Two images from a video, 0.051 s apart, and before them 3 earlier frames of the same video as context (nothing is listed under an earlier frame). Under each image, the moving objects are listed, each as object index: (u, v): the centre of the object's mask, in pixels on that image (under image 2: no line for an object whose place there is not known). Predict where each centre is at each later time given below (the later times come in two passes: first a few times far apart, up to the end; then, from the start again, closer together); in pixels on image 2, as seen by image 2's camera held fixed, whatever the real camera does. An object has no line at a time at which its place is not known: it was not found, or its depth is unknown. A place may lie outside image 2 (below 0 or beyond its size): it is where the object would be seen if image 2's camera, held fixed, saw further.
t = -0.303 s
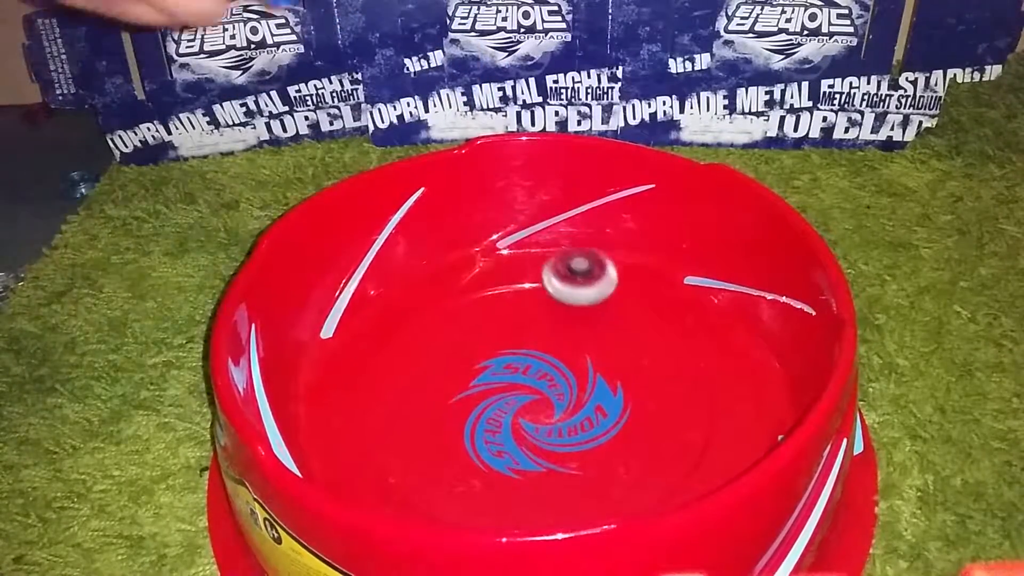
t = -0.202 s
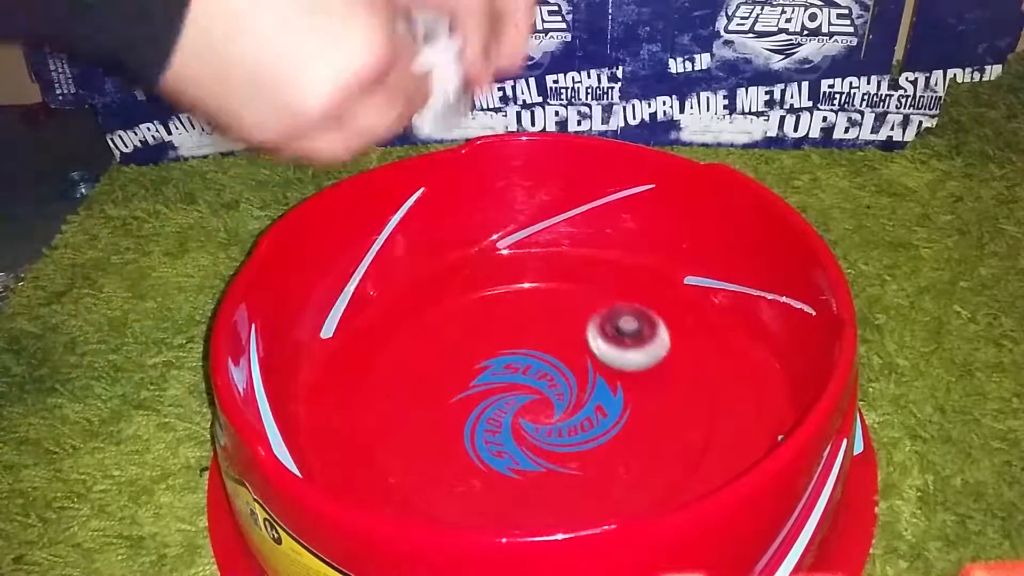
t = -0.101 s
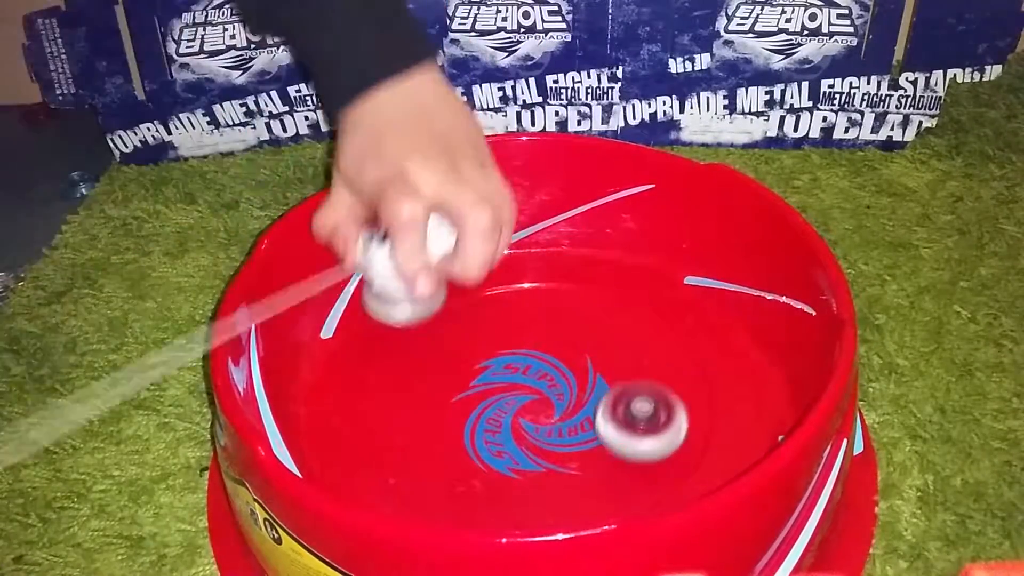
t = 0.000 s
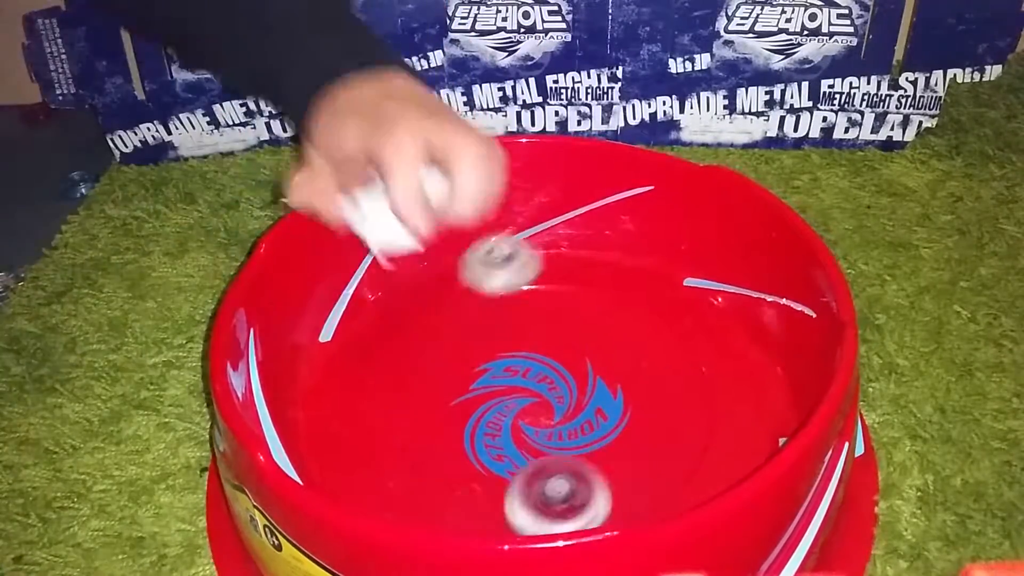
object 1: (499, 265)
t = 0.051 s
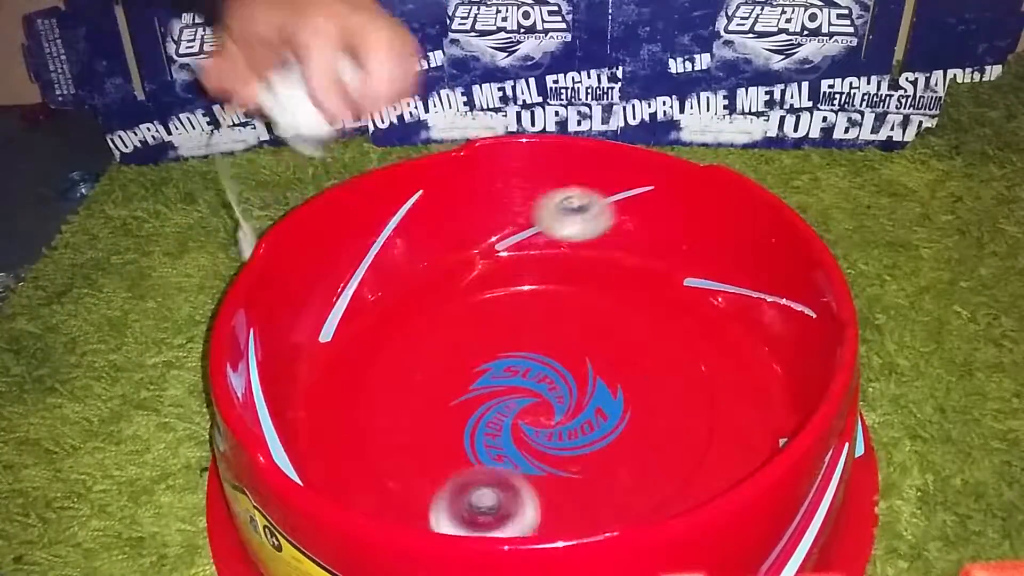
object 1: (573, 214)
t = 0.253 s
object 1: (636, 431)
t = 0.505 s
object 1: (375, 306)
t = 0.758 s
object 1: (658, 282)
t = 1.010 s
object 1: (544, 531)
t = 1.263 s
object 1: (403, 259)
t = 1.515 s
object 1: (725, 441)
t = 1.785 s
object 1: (399, 314)
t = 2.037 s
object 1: (698, 313)
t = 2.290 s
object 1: (313, 438)
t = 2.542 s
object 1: (432, 269)
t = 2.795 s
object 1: (695, 359)
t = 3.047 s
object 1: (388, 508)
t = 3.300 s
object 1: (433, 277)
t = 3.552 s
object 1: (765, 408)
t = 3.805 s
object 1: (487, 500)
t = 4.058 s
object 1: (484, 251)
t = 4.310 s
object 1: (679, 473)
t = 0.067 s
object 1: (598, 205)
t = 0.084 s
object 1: (622, 201)
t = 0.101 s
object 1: (641, 204)
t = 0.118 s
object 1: (653, 219)
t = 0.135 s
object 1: (665, 238)
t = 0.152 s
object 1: (676, 262)
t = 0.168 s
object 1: (685, 289)
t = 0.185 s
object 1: (676, 312)
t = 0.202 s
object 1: (667, 336)
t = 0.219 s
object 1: (659, 364)
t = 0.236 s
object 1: (650, 395)
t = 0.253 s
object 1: (636, 431)
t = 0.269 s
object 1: (612, 467)
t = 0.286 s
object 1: (580, 489)
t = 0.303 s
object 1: (537, 504)
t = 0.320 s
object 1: (485, 510)
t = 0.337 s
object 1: (437, 502)
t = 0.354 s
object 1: (390, 492)
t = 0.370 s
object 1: (348, 479)
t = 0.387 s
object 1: (321, 457)
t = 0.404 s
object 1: (301, 436)
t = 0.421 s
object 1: (302, 407)
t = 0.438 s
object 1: (314, 378)
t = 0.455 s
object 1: (328, 352)
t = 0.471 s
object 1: (341, 332)
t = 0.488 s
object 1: (355, 317)
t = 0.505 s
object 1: (375, 306)
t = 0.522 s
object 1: (407, 299)
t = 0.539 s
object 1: (440, 295)
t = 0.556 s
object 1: (458, 285)
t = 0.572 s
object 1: (467, 275)
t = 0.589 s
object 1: (476, 268)
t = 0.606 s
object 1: (486, 264)
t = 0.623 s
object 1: (497, 263)
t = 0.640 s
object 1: (512, 260)
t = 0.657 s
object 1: (530, 259)
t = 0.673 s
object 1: (547, 260)
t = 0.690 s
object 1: (566, 262)
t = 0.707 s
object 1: (588, 264)
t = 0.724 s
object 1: (610, 269)
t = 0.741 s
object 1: (634, 275)
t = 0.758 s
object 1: (658, 282)
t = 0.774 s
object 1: (682, 290)
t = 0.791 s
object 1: (696, 295)
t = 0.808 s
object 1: (709, 304)
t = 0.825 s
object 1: (724, 318)
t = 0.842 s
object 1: (739, 335)
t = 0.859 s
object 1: (751, 361)
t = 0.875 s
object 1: (751, 390)
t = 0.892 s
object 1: (746, 417)
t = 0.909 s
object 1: (735, 437)
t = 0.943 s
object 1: (686, 472)
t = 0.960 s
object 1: (658, 491)
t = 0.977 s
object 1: (629, 509)
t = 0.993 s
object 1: (586, 522)
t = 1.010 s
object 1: (544, 531)
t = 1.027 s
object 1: (512, 517)
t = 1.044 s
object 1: (484, 502)
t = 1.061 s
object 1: (456, 478)
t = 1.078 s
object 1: (430, 458)
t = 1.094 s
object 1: (405, 443)
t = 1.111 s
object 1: (382, 433)
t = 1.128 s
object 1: (361, 427)
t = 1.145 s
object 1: (343, 426)
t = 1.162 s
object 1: (333, 408)
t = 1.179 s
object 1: (333, 372)
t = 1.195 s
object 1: (334, 340)
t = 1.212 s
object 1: (335, 313)
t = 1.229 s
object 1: (350, 291)
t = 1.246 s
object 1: (376, 275)
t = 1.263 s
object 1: (403, 259)
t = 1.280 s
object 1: (432, 247)
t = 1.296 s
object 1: (462, 237)
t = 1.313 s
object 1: (492, 232)
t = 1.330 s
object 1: (523, 230)
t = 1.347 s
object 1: (553, 233)
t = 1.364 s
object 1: (581, 244)
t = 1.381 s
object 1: (607, 261)
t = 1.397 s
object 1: (634, 283)
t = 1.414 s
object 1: (660, 304)
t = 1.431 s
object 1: (687, 320)
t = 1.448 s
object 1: (715, 341)
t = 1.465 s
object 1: (746, 369)
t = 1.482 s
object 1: (755, 403)
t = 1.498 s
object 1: (744, 434)
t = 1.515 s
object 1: (725, 441)
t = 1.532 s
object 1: (701, 451)
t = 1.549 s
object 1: (674, 466)
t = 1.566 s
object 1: (645, 483)
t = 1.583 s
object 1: (615, 499)
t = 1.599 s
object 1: (584, 515)
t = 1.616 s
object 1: (545, 525)
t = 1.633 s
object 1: (509, 521)
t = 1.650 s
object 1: (483, 506)
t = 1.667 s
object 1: (458, 483)
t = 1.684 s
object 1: (436, 462)
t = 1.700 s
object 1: (416, 446)
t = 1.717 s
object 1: (399, 434)
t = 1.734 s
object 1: (396, 402)
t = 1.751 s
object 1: (397, 368)
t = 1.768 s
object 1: (398, 339)
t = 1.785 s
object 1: (399, 314)
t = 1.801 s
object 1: (405, 294)
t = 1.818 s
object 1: (430, 274)
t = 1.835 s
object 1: (456, 258)
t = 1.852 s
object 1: (481, 246)
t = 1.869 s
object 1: (508, 239)
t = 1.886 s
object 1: (538, 239)
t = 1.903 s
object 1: (561, 237)
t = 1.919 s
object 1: (585, 238)
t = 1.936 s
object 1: (610, 242)
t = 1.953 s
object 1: (636, 250)
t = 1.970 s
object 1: (663, 263)
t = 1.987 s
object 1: (691, 281)
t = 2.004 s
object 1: (705, 294)
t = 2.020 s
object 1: (702, 301)
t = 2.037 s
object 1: (698, 313)
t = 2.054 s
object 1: (694, 329)
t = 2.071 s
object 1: (689, 351)
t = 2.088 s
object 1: (684, 377)
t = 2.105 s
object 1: (678, 409)
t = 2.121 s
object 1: (659, 430)
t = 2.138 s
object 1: (627, 441)
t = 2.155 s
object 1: (594, 456)
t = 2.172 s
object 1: (560, 477)
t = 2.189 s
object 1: (523, 495)
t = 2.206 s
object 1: (481, 490)
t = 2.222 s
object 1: (441, 486)
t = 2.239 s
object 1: (400, 486)
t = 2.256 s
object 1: (365, 474)
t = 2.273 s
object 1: (334, 459)
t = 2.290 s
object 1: (313, 438)
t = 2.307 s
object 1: (309, 411)
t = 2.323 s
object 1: (308, 387)
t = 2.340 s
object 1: (308, 368)
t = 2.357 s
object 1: (309, 354)
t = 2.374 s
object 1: (311, 342)
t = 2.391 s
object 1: (315, 336)
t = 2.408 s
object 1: (319, 334)
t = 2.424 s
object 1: (332, 335)
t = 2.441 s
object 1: (347, 338)
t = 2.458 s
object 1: (360, 322)
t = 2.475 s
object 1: (373, 304)
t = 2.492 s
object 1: (387, 289)
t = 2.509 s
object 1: (400, 278)
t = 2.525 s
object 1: (414, 271)
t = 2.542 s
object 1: (432, 269)
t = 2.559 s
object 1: (450, 270)
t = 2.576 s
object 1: (468, 266)
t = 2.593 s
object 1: (486, 260)
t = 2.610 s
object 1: (505, 258)
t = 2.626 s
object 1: (524, 259)
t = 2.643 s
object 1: (545, 265)
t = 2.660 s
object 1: (561, 268)
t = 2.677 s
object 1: (576, 269)
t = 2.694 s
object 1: (592, 273)
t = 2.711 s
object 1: (608, 281)
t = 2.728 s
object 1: (624, 294)
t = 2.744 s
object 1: (641, 307)
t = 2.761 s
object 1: (658, 319)
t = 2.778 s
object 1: (677, 337)
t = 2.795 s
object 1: (695, 359)
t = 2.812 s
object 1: (707, 379)
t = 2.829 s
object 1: (715, 403)
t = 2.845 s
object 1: (714, 431)
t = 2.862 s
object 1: (706, 459)
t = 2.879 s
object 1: (691, 485)
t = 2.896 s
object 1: (671, 502)
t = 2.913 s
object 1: (646, 513)
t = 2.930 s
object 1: (616, 525)
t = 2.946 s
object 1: (546, 530)
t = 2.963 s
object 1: (518, 525)
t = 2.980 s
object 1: (489, 521)
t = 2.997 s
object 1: (460, 517)
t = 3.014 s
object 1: (432, 516)
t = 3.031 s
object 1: (408, 513)
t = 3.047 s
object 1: (388, 508)
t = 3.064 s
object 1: (372, 493)
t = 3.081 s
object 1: (360, 473)
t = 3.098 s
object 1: (353, 450)
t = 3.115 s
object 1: (348, 431)
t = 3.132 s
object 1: (344, 417)
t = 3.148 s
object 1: (343, 403)
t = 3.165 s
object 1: (345, 380)
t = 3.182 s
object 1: (349, 360)
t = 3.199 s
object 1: (353, 344)
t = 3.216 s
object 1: (358, 332)
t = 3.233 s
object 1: (372, 314)
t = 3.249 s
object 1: (387, 299)
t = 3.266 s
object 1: (402, 289)
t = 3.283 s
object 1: (417, 281)
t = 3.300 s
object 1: (433, 277)
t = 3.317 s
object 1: (450, 278)
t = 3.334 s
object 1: (466, 282)
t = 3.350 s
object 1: (484, 289)
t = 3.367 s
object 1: (508, 285)
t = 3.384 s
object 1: (535, 280)
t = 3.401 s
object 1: (563, 279)
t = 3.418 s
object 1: (591, 281)
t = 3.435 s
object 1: (619, 287)
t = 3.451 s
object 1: (644, 299)
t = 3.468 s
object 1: (670, 314)
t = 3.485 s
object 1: (696, 333)
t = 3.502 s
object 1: (717, 350)
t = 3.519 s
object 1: (739, 370)
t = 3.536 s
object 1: (760, 391)
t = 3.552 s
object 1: (765, 408)
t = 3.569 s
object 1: (762, 428)
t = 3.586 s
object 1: (753, 439)
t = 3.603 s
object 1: (739, 444)
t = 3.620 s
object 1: (723, 454)
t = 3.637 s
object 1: (705, 467)
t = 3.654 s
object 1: (685, 483)
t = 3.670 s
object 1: (665, 498)
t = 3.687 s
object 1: (643, 512)
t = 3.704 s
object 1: (622, 508)
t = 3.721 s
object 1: (601, 506)
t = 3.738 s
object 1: (579, 506)
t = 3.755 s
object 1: (557, 509)
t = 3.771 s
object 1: (536, 513)
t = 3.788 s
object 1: (512, 513)
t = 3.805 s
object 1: (487, 500)
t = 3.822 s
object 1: (463, 486)
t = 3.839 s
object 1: (439, 475)
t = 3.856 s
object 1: (420, 465)
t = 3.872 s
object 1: (409, 442)
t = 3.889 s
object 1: (398, 422)
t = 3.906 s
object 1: (389, 406)
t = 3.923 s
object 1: (387, 385)
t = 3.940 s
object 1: (388, 364)
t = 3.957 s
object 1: (391, 345)
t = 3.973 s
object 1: (400, 325)
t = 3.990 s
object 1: (418, 306)
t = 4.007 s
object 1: (437, 290)
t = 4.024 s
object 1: (453, 275)
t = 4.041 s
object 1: (467, 261)
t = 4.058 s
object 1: (484, 251)
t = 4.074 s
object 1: (507, 248)
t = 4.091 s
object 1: (530, 248)
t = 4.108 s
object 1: (553, 253)
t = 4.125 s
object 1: (575, 260)
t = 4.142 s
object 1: (597, 271)
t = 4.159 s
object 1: (619, 285)
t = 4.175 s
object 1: (642, 301)
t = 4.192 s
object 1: (661, 317)
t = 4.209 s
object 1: (679, 335)
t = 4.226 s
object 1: (693, 354)
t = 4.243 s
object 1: (704, 375)
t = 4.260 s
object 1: (711, 398)
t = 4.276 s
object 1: (709, 422)
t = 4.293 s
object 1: (697, 449)
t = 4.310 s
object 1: (679, 473)
